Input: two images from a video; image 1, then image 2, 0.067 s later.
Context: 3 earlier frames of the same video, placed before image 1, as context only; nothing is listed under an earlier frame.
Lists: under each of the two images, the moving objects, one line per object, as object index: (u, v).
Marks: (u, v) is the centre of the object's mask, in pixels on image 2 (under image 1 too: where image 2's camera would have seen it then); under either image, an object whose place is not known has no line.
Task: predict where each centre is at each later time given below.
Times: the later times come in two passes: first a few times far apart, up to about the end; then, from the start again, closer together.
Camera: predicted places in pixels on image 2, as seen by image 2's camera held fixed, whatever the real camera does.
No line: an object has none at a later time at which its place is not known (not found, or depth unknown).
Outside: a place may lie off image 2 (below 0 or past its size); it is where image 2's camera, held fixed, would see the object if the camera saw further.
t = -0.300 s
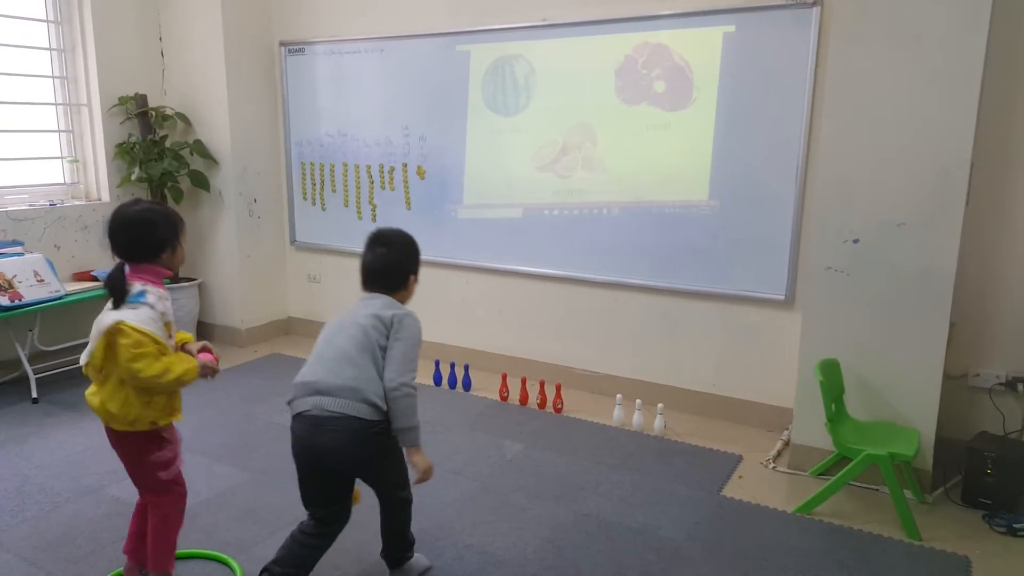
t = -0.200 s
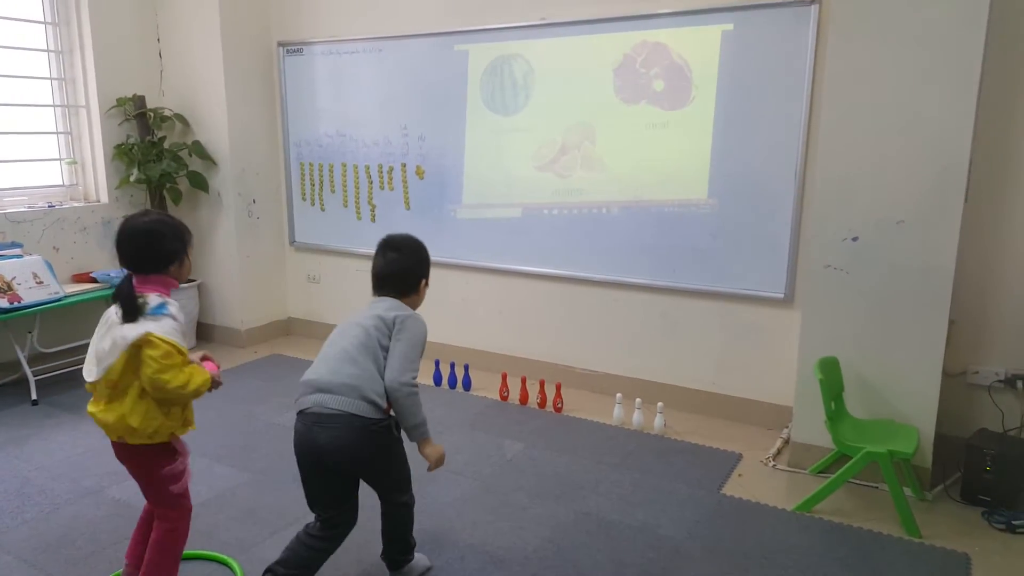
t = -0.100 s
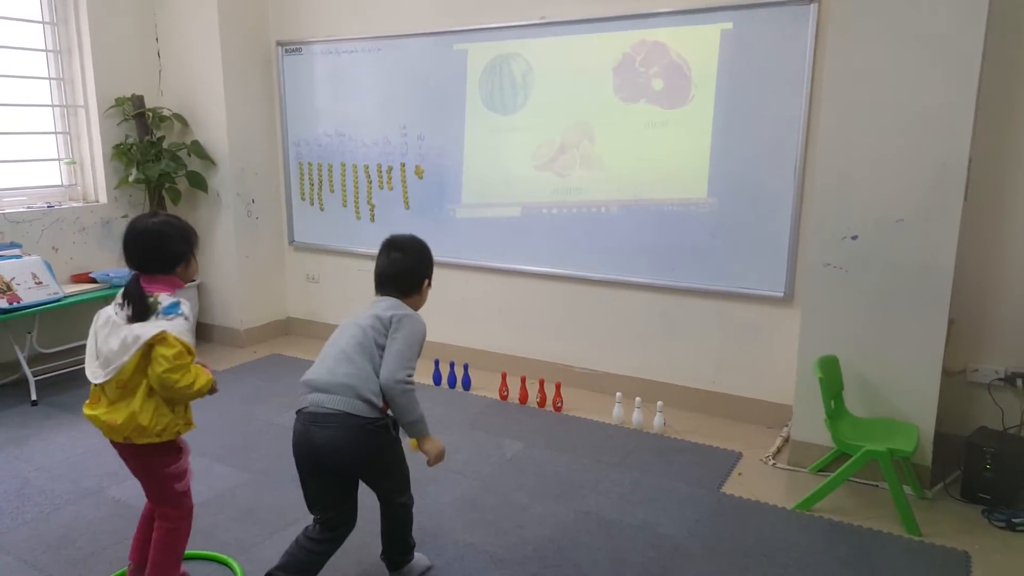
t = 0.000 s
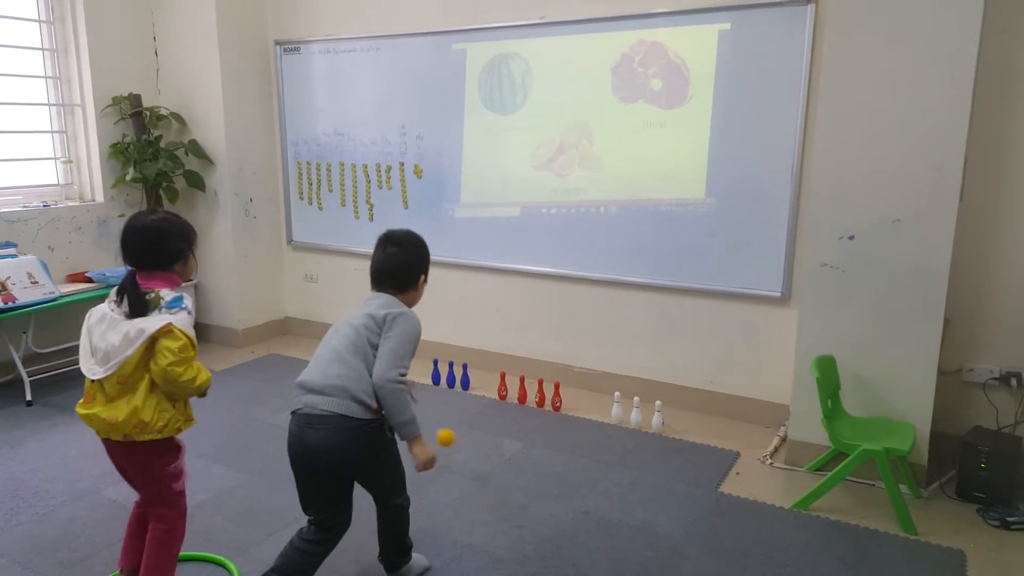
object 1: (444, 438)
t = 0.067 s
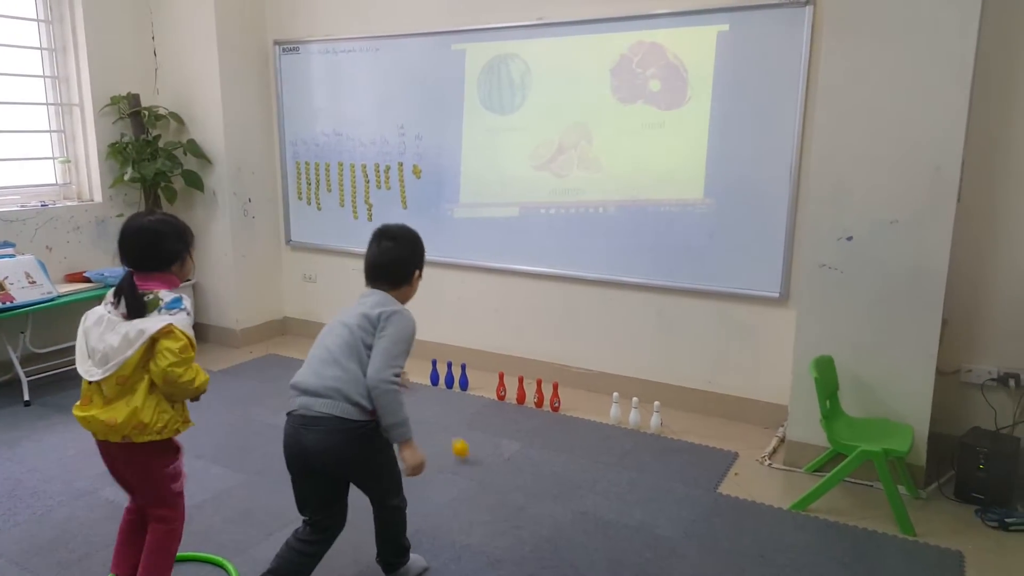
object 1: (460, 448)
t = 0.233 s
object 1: (485, 427)
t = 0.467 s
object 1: (514, 409)
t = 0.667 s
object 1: (529, 398)
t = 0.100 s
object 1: (467, 445)
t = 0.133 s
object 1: (471, 437)
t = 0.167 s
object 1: (476, 430)
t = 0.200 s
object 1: (481, 428)
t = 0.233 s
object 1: (485, 427)
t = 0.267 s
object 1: (490, 429)
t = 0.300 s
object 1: (495, 426)
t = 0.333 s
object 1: (499, 422)
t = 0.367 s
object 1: (503, 419)
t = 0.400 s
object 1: (506, 415)
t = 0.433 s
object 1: (510, 412)
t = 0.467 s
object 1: (514, 409)
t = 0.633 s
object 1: (527, 400)
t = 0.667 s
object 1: (529, 398)
